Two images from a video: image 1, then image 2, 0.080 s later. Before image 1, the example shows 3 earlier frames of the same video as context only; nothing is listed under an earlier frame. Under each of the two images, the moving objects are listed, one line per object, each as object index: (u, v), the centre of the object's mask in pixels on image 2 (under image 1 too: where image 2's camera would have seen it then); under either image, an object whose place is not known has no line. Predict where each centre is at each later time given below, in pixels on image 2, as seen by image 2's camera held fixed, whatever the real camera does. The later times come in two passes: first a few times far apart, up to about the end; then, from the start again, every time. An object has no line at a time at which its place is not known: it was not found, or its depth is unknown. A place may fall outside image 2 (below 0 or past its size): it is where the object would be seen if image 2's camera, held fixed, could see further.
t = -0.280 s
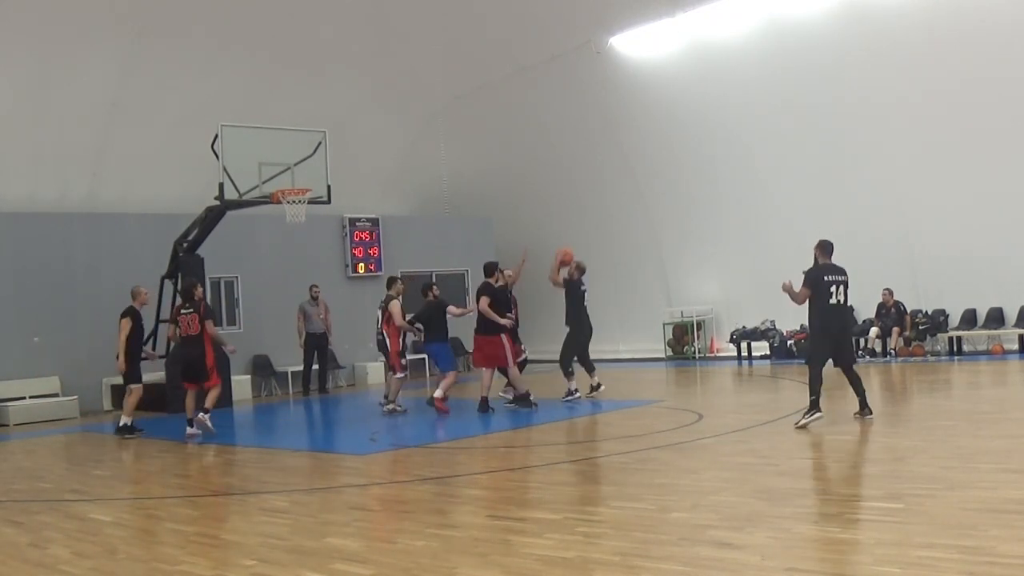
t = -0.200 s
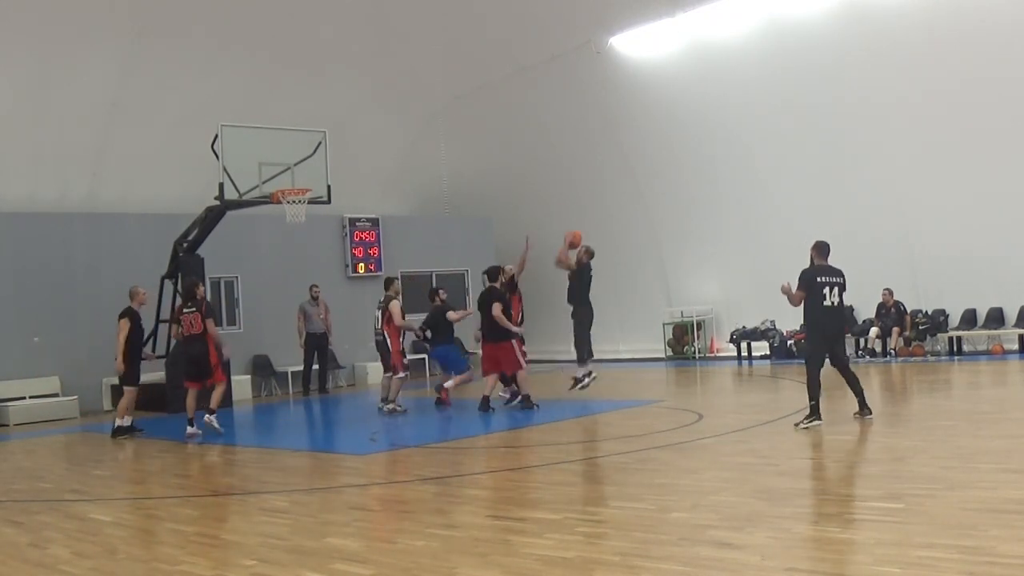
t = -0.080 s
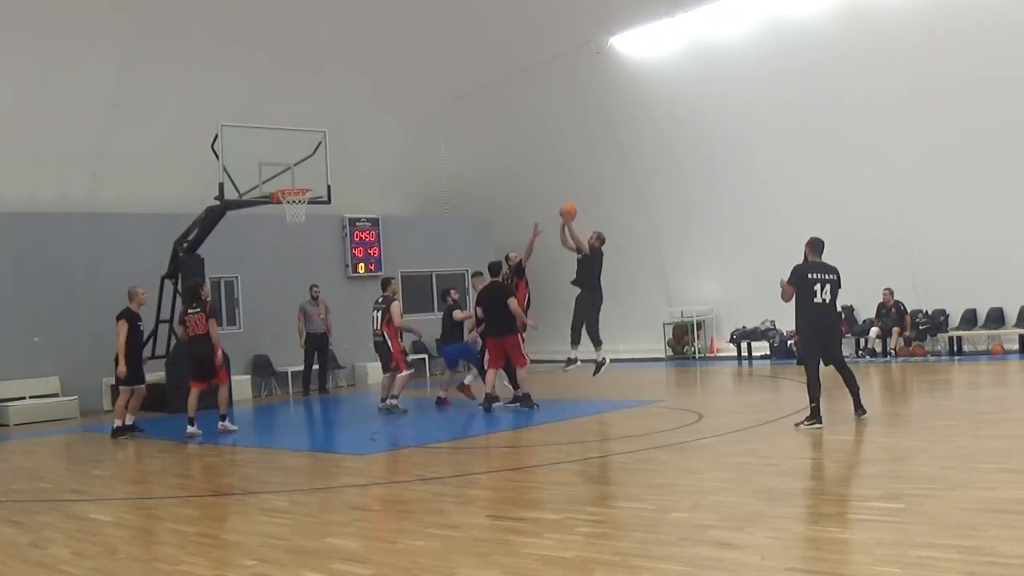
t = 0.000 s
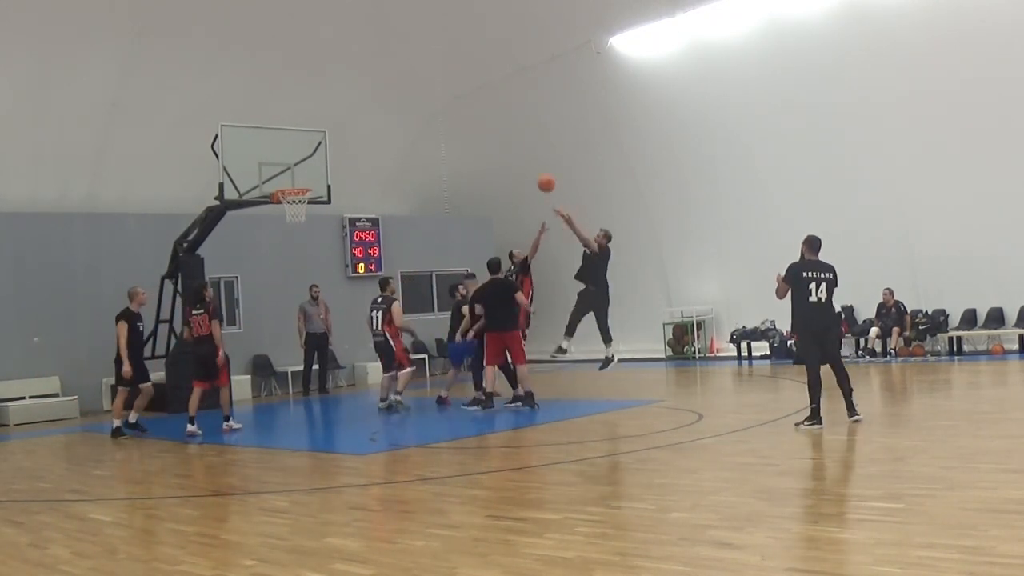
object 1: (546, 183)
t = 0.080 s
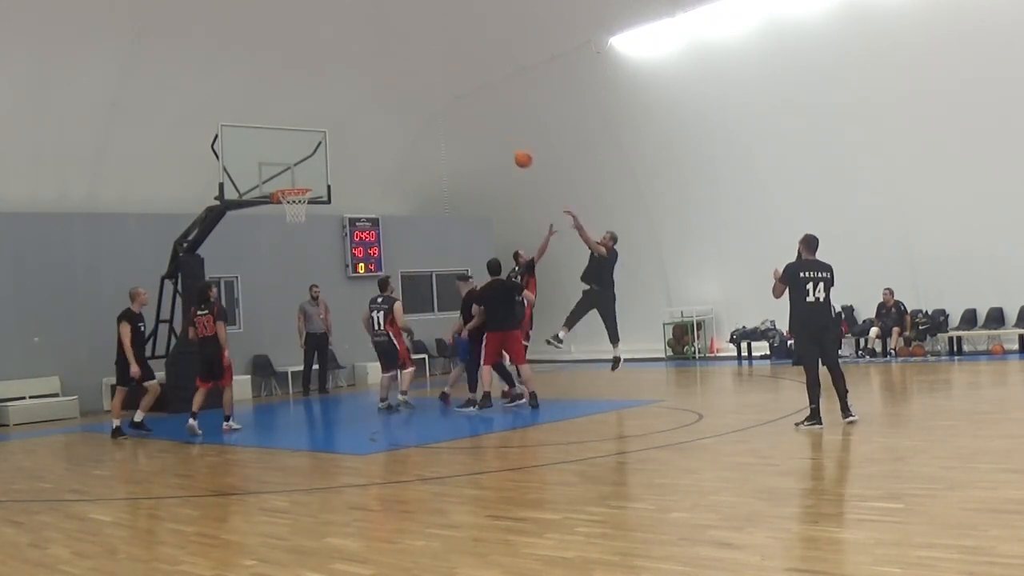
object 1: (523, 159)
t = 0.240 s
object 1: (479, 125)
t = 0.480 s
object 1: (415, 110)
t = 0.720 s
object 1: (355, 134)
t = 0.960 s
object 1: (312, 173)
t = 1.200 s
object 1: (324, 154)
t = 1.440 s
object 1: (340, 177)
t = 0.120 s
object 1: (512, 149)
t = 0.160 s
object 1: (501, 140)
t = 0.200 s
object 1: (489, 131)
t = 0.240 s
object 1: (479, 125)
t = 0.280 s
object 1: (468, 119)
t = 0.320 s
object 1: (457, 115)
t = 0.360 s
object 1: (446, 112)
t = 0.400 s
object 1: (436, 110)
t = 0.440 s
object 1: (425, 109)
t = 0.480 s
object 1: (415, 110)
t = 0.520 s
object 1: (404, 111)
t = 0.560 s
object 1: (394, 113)
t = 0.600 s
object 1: (384, 116)
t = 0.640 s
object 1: (374, 121)
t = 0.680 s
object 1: (364, 127)
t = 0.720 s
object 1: (355, 134)
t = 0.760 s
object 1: (345, 142)
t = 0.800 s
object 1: (335, 151)
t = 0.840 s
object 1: (325, 162)
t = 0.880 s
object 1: (316, 174)
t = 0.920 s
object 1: (310, 180)
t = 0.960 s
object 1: (312, 173)
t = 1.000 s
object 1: (314, 167)
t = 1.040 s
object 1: (316, 162)
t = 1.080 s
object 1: (318, 158)
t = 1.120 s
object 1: (320, 156)
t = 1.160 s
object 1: (322, 154)
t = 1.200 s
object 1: (324, 154)
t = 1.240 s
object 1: (326, 155)
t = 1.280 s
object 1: (329, 157)
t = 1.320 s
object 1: (332, 160)
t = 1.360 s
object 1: (334, 165)
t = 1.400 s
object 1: (337, 170)
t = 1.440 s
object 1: (340, 177)
